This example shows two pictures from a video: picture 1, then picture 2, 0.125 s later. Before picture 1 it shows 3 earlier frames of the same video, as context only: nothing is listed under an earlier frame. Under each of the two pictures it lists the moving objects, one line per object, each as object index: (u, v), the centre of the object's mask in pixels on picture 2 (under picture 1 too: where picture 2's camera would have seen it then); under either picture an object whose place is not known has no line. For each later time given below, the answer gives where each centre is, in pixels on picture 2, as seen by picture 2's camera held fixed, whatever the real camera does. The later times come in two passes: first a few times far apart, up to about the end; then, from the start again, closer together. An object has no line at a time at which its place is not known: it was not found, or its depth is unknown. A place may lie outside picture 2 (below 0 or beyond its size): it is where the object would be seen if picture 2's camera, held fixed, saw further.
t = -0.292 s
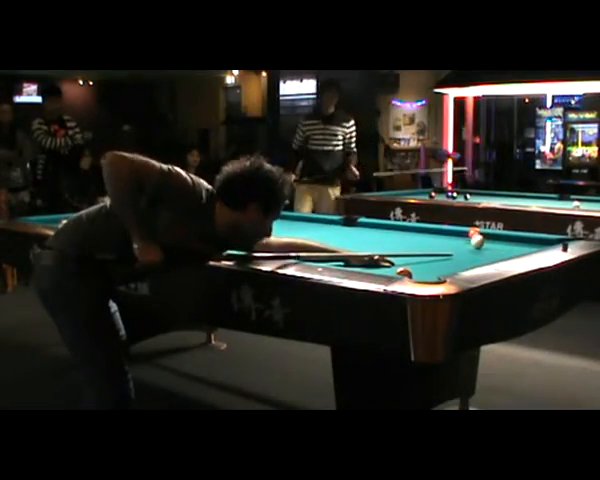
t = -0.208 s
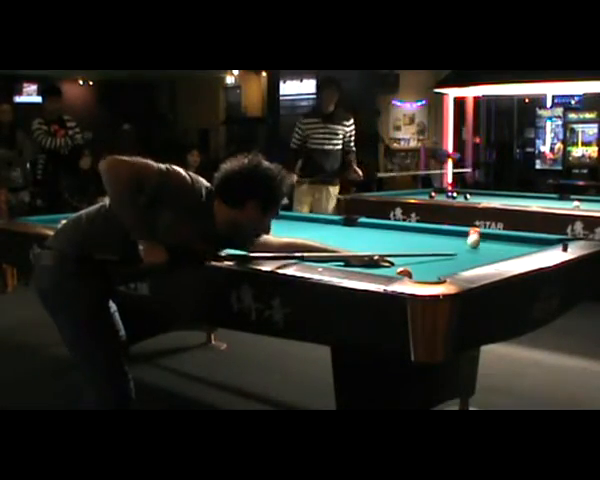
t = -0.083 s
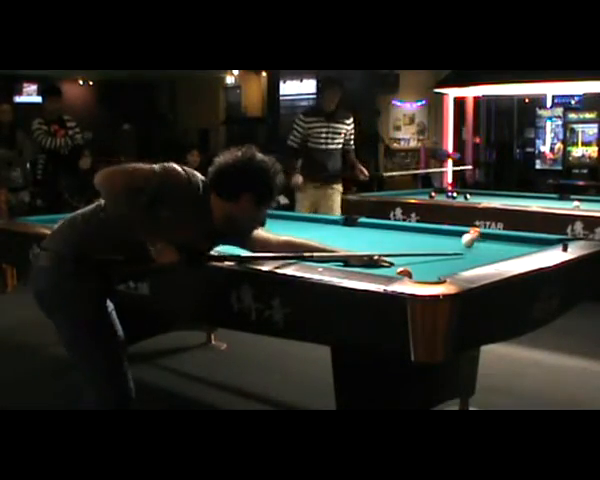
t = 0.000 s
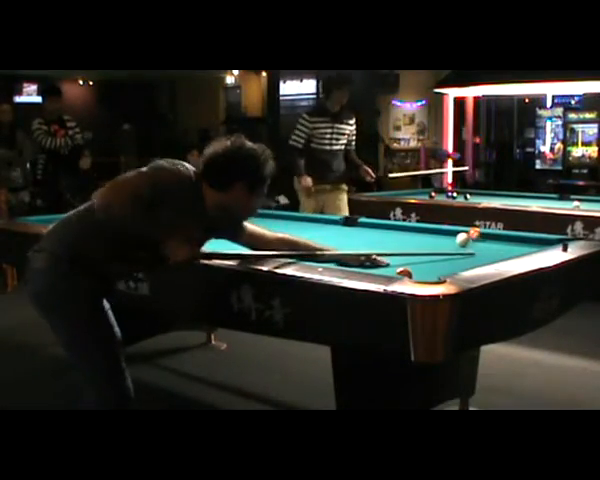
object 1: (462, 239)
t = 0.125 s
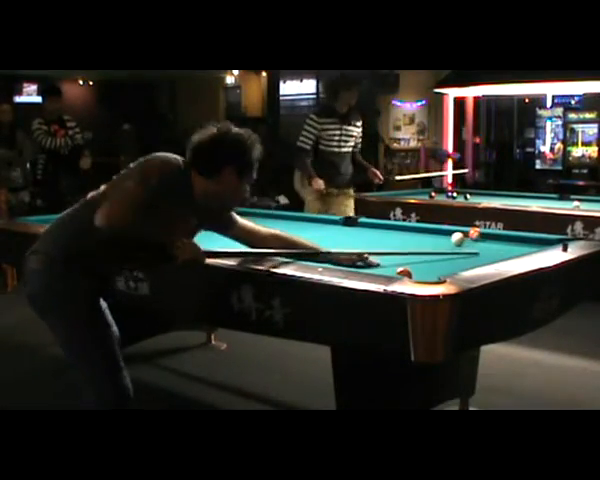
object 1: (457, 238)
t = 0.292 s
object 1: (451, 237)
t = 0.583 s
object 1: (442, 236)
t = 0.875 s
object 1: (434, 235)
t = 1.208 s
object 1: (425, 233)
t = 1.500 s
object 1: (420, 233)
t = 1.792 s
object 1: (416, 232)
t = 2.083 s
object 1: (413, 231)
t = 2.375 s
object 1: (411, 231)
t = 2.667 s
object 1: (411, 231)
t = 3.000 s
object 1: (411, 231)
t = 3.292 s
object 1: (411, 231)
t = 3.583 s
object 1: (411, 231)
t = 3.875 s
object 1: (411, 231)
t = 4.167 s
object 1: (411, 231)
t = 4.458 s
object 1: (411, 231)
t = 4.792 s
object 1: (411, 231)
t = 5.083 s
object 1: (411, 231)
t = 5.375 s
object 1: (411, 231)
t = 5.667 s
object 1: (411, 231)
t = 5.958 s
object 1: (411, 231)
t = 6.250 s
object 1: (411, 231)
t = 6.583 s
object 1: (411, 231)
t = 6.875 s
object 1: (411, 231)
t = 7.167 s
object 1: (411, 231)
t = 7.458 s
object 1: (411, 231)
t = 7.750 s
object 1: (411, 231)
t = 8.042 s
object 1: (411, 231)
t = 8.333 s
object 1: (411, 231)
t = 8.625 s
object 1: (411, 231)
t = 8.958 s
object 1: (411, 231)
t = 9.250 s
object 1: (411, 231)
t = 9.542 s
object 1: (411, 231)
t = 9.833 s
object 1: (412, 231)
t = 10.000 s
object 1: (412, 231)
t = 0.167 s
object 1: (456, 238)
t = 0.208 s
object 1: (454, 238)
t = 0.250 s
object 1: (453, 237)
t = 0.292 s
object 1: (451, 237)
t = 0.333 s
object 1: (450, 237)
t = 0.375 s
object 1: (448, 237)
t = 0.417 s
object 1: (447, 237)
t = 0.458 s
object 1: (445, 236)
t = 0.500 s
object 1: (444, 236)
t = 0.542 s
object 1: (443, 236)
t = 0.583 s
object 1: (442, 236)
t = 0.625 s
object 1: (441, 236)
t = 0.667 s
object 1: (440, 236)
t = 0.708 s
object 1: (438, 235)
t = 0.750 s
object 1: (437, 235)
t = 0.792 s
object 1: (436, 235)
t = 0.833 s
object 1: (435, 235)
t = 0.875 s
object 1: (434, 235)
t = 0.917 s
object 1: (433, 235)
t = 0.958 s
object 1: (432, 234)
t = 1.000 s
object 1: (430, 234)
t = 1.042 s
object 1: (429, 234)
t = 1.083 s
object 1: (428, 234)
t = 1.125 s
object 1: (427, 234)
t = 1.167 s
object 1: (426, 234)
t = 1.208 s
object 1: (425, 233)
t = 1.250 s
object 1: (425, 233)
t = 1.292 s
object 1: (424, 233)
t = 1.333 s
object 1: (423, 233)
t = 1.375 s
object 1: (422, 233)
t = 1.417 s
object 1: (422, 233)
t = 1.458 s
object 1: (421, 233)
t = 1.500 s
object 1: (420, 233)
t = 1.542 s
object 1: (419, 233)
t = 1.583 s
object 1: (419, 233)
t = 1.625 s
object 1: (418, 233)
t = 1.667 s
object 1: (418, 232)
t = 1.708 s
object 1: (417, 232)
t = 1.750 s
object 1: (417, 232)
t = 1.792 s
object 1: (416, 232)
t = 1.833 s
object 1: (416, 232)
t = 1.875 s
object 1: (415, 232)
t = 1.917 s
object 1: (415, 232)
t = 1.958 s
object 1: (414, 232)
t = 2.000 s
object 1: (413, 232)
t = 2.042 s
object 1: (413, 232)
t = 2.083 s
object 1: (413, 231)
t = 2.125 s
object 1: (413, 231)
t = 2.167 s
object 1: (412, 232)
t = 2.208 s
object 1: (413, 231)
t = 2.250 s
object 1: (412, 232)
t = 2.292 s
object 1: (412, 231)
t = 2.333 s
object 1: (412, 231)
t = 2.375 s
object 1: (411, 231)
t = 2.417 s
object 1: (411, 231)
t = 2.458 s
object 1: (411, 231)
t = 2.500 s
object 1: (411, 231)
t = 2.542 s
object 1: (411, 231)
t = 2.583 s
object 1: (411, 231)
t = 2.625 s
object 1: (411, 231)
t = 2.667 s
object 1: (411, 231)
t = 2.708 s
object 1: (411, 231)
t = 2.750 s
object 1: (411, 231)
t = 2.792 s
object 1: (411, 231)
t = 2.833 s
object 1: (411, 231)
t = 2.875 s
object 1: (411, 231)
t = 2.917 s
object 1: (411, 231)
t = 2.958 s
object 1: (411, 231)
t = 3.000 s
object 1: (411, 231)
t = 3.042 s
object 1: (411, 231)
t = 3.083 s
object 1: (411, 231)
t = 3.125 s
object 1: (411, 231)
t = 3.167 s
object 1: (411, 231)
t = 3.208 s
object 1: (411, 231)
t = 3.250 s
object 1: (411, 231)
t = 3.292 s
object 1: (411, 231)
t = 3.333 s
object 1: (411, 231)
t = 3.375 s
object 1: (411, 231)
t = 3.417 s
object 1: (411, 231)
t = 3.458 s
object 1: (411, 231)
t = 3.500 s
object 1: (411, 231)
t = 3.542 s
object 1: (411, 231)
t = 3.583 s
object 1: (411, 231)
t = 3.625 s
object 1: (411, 231)
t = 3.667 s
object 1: (411, 231)
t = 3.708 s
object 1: (411, 231)
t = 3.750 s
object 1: (411, 231)
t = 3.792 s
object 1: (411, 231)
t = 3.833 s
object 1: (411, 231)
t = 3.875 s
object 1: (411, 231)
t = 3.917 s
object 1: (411, 231)
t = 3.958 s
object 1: (411, 231)
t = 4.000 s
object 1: (411, 231)
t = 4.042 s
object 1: (411, 231)
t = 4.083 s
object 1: (411, 231)
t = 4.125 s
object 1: (411, 231)
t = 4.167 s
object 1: (411, 231)
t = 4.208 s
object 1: (411, 231)
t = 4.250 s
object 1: (411, 231)
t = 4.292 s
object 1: (411, 231)
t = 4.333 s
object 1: (411, 231)
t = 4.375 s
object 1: (411, 231)
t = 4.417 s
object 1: (411, 231)
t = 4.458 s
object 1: (411, 231)
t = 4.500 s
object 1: (411, 231)
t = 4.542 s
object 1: (411, 231)
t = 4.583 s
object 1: (411, 231)
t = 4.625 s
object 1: (411, 231)
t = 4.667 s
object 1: (411, 231)
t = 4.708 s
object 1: (411, 231)
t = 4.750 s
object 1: (411, 231)
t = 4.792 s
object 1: (411, 231)
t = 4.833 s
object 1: (411, 231)
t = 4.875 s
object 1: (411, 231)
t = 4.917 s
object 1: (411, 231)
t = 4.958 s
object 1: (411, 231)
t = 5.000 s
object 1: (411, 231)
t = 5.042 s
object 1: (411, 231)
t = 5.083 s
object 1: (411, 231)
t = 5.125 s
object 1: (411, 231)
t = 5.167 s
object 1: (411, 231)
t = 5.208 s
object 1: (411, 231)
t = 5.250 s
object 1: (411, 231)
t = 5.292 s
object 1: (411, 231)
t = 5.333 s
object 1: (411, 231)
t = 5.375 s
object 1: (411, 231)
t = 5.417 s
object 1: (411, 231)
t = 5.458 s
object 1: (411, 231)
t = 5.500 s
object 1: (411, 231)
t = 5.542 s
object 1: (411, 231)
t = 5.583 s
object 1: (411, 231)
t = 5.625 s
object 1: (411, 231)
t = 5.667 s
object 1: (411, 231)
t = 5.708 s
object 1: (411, 231)
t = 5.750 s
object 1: (411, 231)
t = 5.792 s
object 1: (411, 231)
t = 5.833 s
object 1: (411, 231)
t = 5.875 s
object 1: (411, 231)
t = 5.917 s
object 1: (411, 231)
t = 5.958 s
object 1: (411, 231)
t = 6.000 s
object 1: (411, 231)
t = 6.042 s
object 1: (411, 231)
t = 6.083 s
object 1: (411, 231)
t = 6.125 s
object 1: (411, 231)
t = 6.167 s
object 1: (411, 231)
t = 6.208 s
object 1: (411, 231)
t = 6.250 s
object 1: (411, 231)
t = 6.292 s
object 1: (411, 231)
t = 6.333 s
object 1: (411, 231)
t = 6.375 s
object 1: (411, 231)
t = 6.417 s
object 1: (411, 231)
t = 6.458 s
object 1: (411, 231)
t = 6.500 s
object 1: (411, 231)
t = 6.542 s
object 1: (411, 231)
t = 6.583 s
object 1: (411, 231)
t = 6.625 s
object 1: (411, 231)
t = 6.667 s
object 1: (411, 231)
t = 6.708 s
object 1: (411, 231)
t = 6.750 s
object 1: (411, 231)
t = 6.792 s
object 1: (411, 231)
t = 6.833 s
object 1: (411, 231)
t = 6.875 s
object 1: (411, 231)
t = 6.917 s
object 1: (411, 231)
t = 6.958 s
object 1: (411, 231)
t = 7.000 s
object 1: (411, 231)
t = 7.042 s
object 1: (411, 231)
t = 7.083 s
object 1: (411, 231)
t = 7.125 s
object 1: (411, 231)
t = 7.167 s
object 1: (411, 231)
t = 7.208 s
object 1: (411, 231)
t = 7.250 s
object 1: (411, 231)
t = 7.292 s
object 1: (411, 231)
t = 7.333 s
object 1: (411, 231)
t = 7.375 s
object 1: (411, 231)
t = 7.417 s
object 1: (411, 231)
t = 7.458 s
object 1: (411, 231)
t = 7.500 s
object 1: (411, 231)
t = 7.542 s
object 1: (411, 231)
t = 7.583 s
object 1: (411, 231)
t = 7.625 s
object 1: (411, 231)
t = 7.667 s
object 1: (411, 231)
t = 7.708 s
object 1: (411, 231)
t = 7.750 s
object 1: (411, 231)
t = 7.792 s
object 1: (411, 231)
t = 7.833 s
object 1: (411, 231)
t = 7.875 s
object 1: (411, 231)
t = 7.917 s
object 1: (411, 231)
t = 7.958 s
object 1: (411, 231)
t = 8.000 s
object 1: (411, 231)
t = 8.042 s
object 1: (411, 231)
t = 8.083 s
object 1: (411, 231)
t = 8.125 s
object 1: (411, 231)
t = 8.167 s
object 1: (411, 231)
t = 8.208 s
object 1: (411, 231)
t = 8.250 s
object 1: (411, 231)
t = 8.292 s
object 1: (411, 231)
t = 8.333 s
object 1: (411, 231)
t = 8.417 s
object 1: (411, 231)
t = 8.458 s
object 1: (411, 231)
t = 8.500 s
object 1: (411, 231)
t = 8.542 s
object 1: (411, 231)
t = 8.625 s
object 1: (411, 231)
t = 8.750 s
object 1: (411, 231)
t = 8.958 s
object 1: (411, 231)
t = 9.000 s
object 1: (411, 231)
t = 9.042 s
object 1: (411, 231)
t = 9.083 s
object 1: (411, 231)
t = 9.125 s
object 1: (411, 231)
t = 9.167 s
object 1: (411, 231)
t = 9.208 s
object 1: (411, 231)
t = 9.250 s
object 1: (411, 231)
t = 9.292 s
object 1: (411, 231)
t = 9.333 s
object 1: (411, 231)
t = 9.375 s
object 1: (411, 231)
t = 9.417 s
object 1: (411, 231)
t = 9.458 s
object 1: (411, 231)
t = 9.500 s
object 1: (411, 231)
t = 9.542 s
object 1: (411, 231)
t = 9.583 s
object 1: (411, 231)
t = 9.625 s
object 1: (411, 231)
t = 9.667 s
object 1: (412, 231)
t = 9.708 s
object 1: (412, 231)
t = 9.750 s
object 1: (411, 231)
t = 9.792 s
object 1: (411, 231)
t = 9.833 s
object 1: (412, 231)
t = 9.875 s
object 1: (412, 231)
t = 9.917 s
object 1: (412, 231)
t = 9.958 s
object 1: (412, 231)
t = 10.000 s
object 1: (412, 231)
